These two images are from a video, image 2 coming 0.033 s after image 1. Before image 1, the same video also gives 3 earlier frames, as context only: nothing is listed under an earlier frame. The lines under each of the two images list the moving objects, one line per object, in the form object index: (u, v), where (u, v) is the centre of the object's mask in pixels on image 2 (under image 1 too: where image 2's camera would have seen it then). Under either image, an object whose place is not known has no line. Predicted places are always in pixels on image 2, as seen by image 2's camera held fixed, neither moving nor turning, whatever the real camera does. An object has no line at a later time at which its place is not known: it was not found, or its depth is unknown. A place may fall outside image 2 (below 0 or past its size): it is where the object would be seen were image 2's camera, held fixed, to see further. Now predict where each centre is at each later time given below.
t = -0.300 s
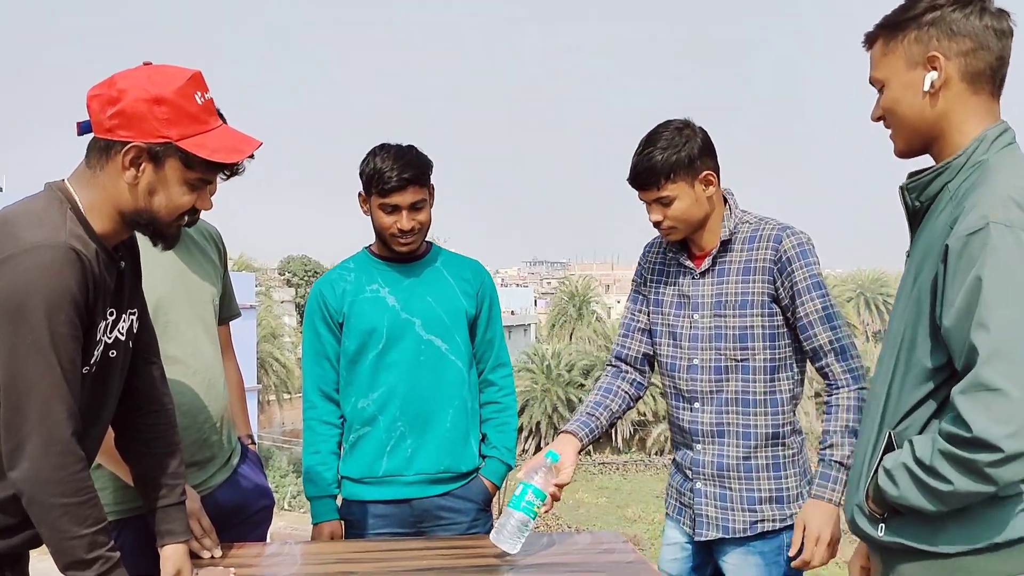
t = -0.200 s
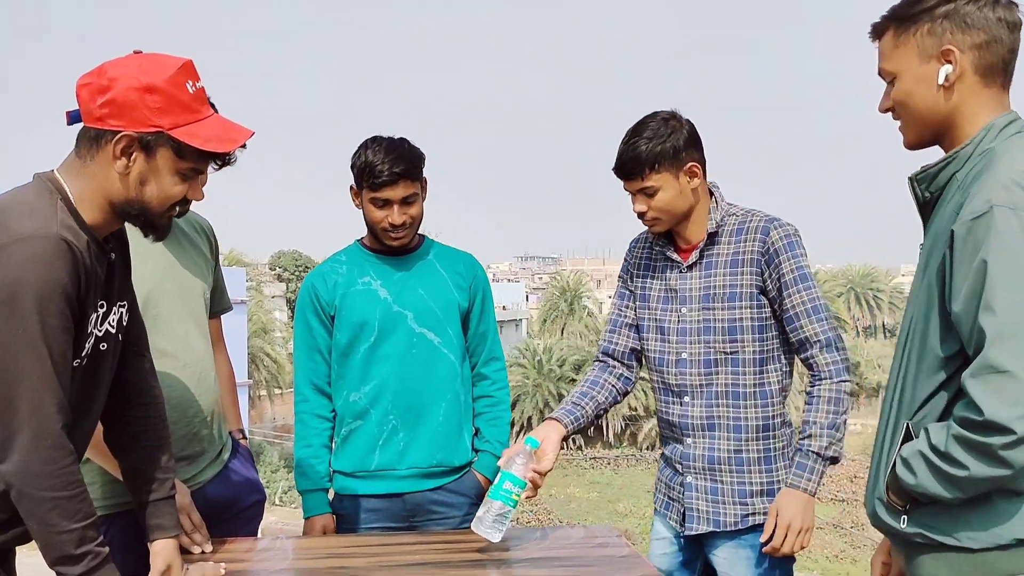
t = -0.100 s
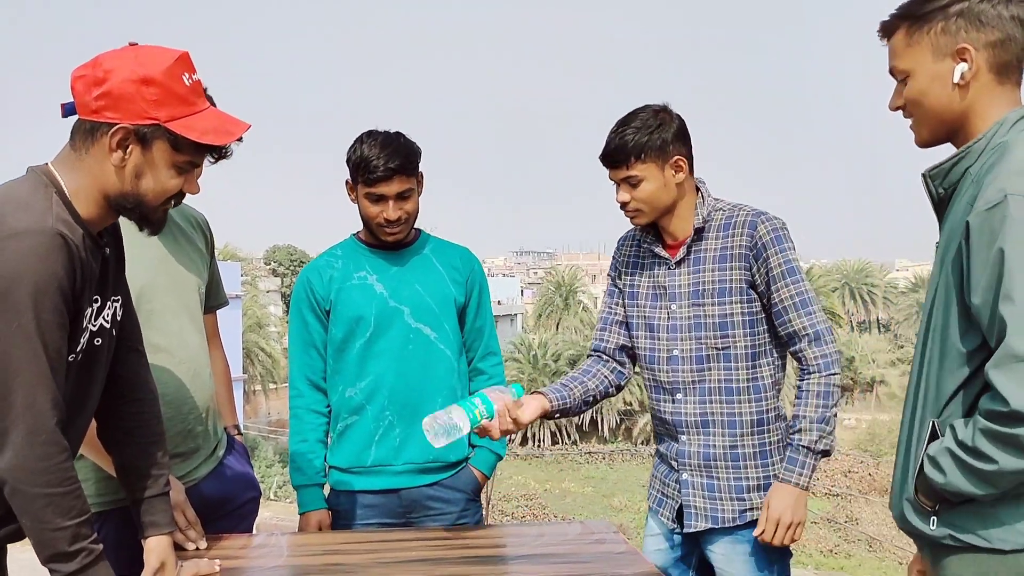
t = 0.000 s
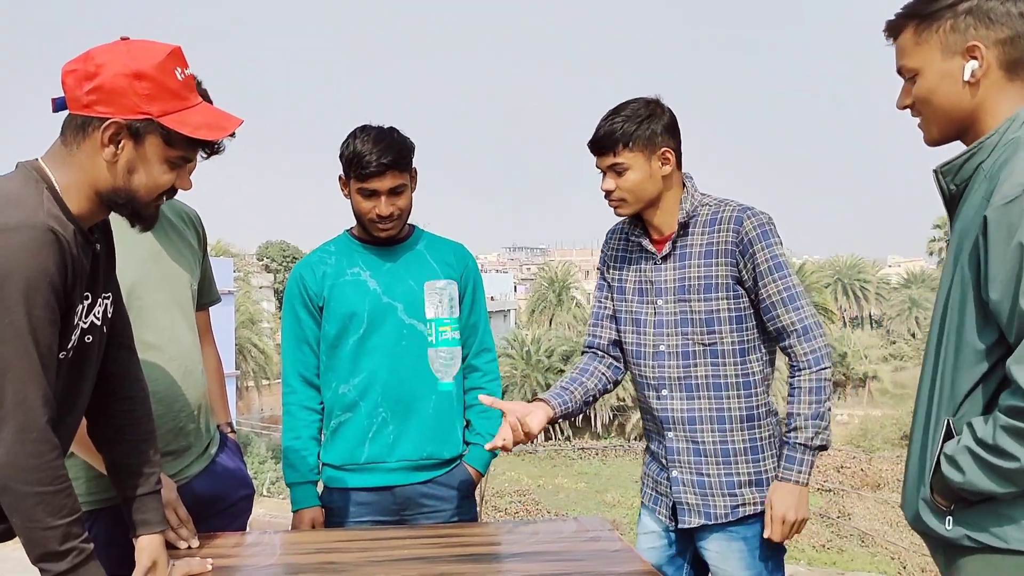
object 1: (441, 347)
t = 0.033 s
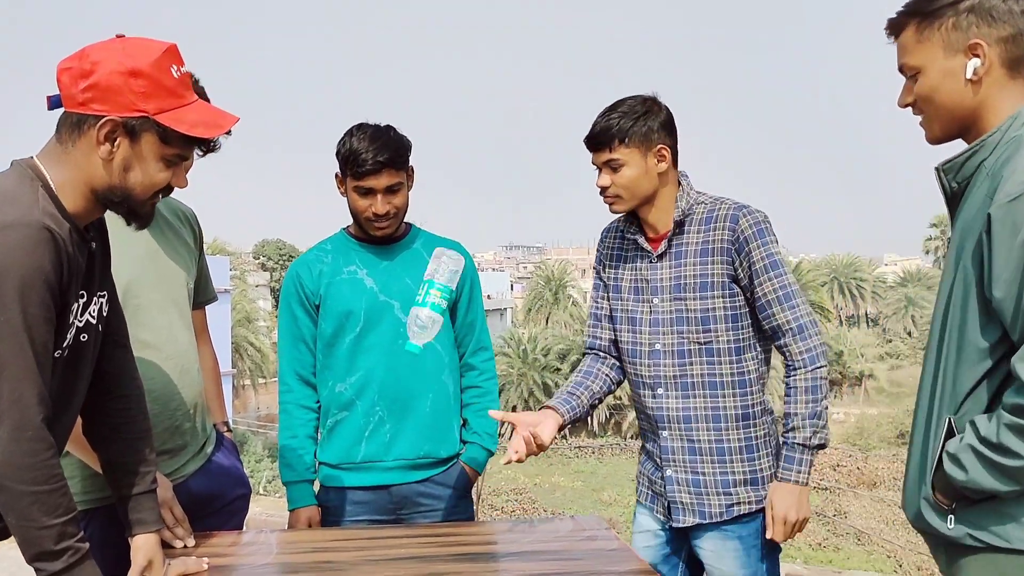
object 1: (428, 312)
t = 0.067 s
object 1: (432, 269)
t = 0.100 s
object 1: (444, 242)
